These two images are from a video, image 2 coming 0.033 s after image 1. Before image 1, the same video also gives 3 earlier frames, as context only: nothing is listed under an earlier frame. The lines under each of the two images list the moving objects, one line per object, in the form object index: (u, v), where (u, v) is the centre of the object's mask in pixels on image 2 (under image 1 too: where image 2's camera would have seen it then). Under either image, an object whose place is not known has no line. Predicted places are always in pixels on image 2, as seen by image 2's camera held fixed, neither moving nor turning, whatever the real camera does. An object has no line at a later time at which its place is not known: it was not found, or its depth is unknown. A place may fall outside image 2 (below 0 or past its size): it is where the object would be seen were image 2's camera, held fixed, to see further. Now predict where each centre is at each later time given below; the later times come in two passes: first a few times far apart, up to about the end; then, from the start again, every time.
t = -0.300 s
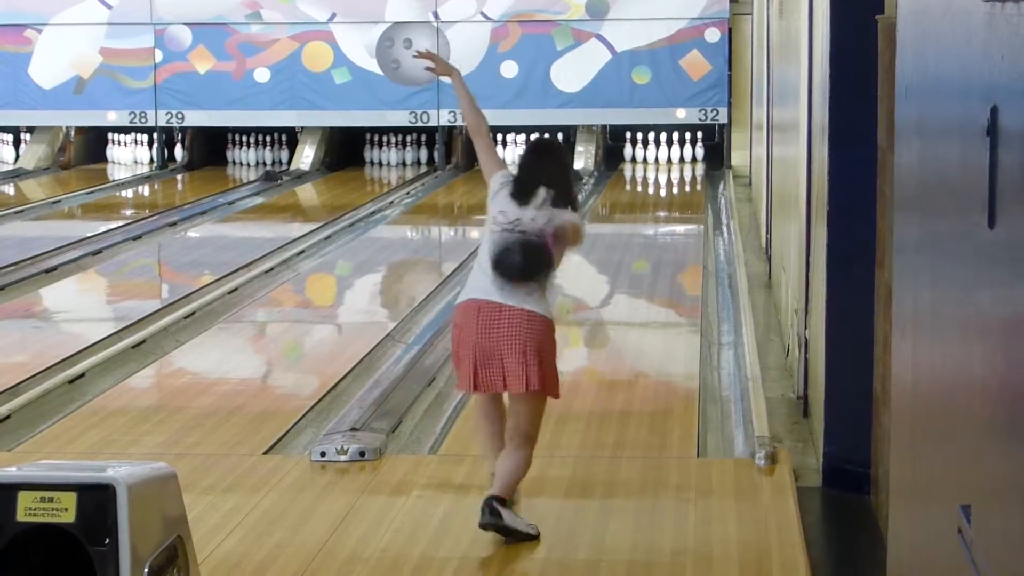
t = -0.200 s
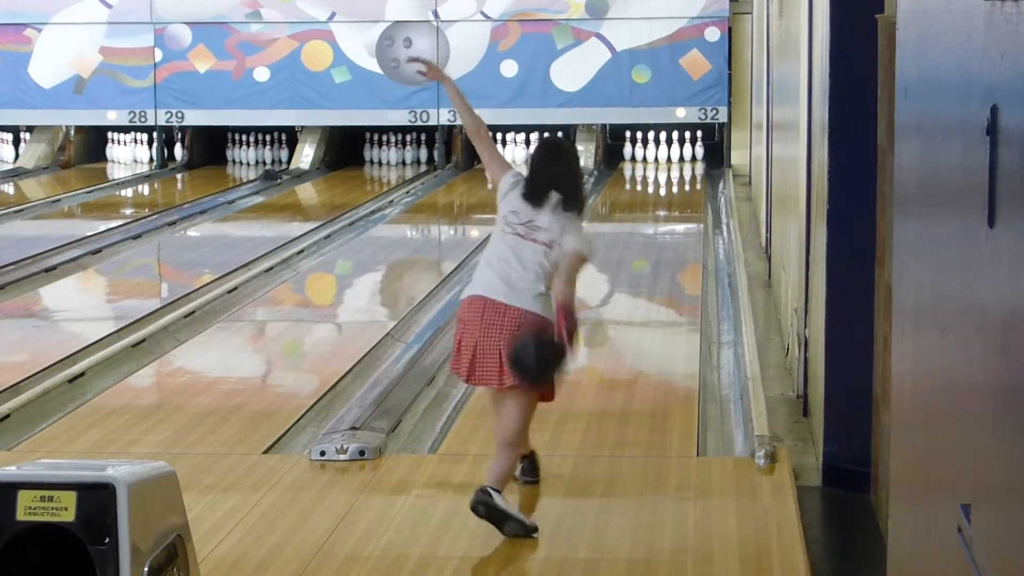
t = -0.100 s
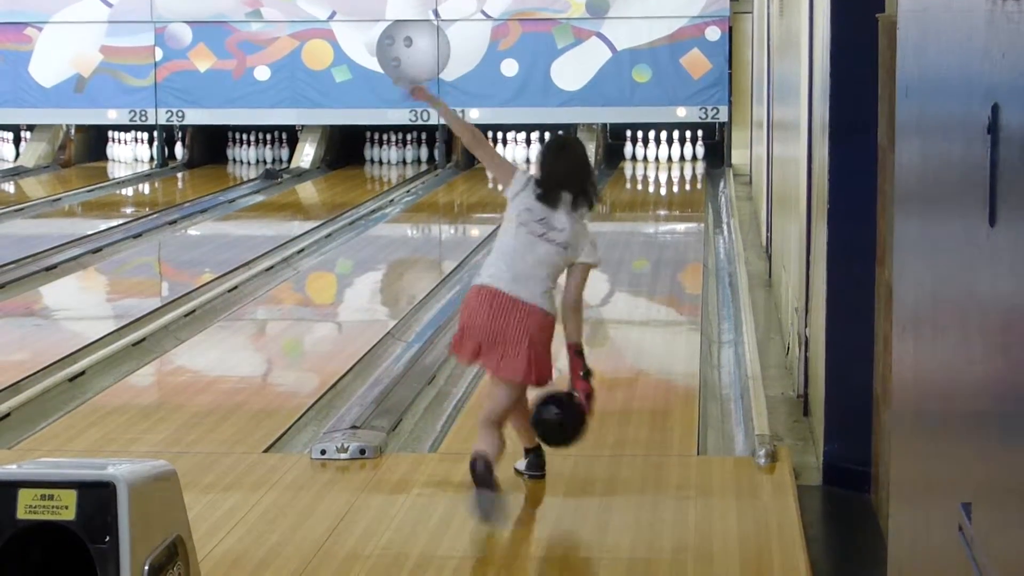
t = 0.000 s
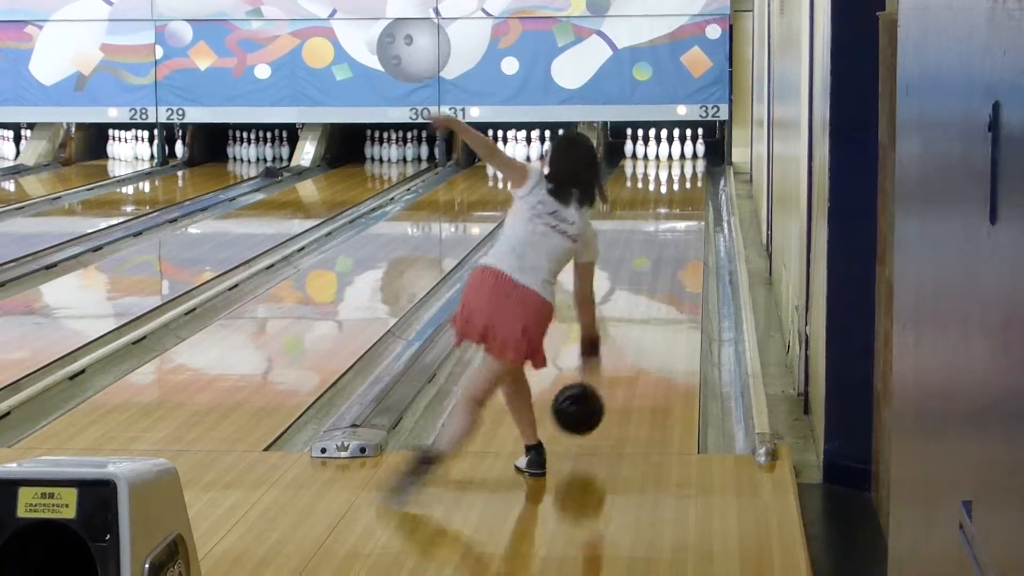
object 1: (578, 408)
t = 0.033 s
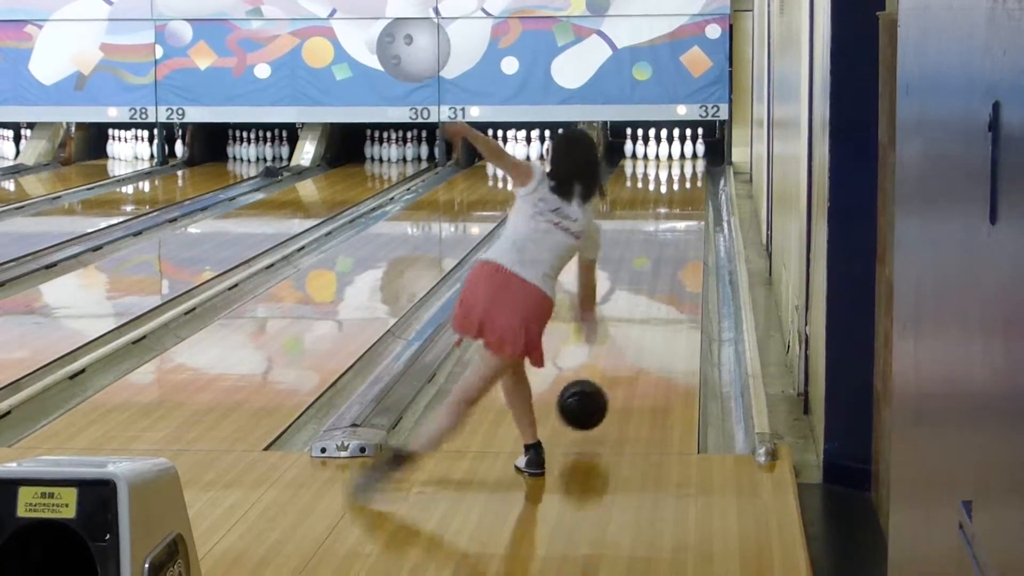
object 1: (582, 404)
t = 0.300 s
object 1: (612, 346)
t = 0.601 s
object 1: (635, 293)
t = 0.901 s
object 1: (649, 255)
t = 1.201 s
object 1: (660, 226)
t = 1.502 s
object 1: (667, 205)
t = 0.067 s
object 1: (587, 403)
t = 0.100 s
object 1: (591, 394)
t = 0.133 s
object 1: (595, 384)
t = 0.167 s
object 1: (599, 375)
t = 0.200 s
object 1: (603, 369)
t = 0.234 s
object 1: (606, 360)
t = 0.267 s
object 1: (609, 353)
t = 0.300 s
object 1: (612, 346)
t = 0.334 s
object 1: (615, 339)
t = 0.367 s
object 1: (618, 333)
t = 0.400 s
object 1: (621, 326)
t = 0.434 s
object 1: (623, 320)
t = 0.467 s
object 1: (626, 314)
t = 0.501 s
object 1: (628, 309)
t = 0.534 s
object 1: (630, 303)
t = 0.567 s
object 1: (632, 298)
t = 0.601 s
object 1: (635, 293)
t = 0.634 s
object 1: (637, 288)
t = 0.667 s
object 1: (639, 283)
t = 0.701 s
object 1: (640, 279)
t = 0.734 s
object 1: (642, 275)
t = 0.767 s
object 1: (643, 271)
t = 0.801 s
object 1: (645, 266)
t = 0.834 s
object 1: (647, 263)
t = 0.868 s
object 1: (648, 259)
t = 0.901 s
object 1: (649, 255)
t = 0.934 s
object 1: (651, 251)
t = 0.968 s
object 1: (652, 248)
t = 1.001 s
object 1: (653, 244)
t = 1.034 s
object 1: (654, 241)
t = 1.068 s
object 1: (656, 238)
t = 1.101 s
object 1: (657, 235)
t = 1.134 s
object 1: (657, 232)
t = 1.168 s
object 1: (659, 229)
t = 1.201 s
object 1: (660, 226)
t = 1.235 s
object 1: (661, 224)
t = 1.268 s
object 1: (662, 221)
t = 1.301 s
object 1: (662, 218)
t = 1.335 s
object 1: (663, 216)
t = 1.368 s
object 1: (664, 213)
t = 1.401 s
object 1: (665, 211)
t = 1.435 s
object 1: (666, 209)
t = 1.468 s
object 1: (666, 207)
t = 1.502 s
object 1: (667, 205)
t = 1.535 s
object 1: (668, 202)
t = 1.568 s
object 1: (669, 200)
